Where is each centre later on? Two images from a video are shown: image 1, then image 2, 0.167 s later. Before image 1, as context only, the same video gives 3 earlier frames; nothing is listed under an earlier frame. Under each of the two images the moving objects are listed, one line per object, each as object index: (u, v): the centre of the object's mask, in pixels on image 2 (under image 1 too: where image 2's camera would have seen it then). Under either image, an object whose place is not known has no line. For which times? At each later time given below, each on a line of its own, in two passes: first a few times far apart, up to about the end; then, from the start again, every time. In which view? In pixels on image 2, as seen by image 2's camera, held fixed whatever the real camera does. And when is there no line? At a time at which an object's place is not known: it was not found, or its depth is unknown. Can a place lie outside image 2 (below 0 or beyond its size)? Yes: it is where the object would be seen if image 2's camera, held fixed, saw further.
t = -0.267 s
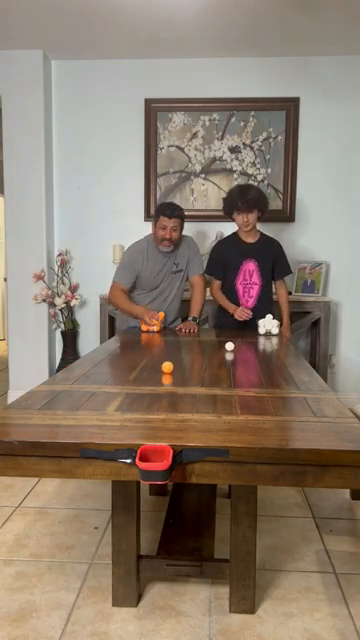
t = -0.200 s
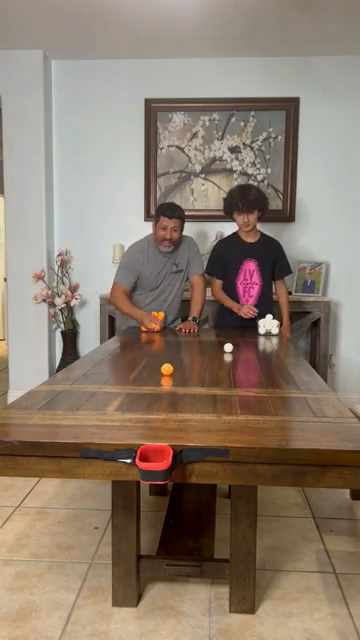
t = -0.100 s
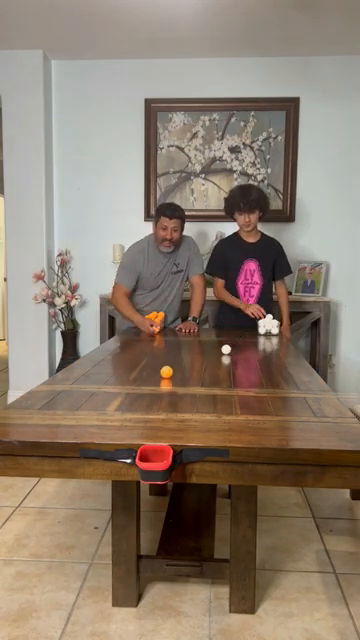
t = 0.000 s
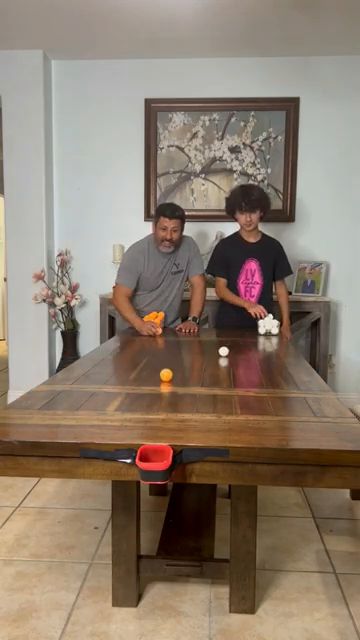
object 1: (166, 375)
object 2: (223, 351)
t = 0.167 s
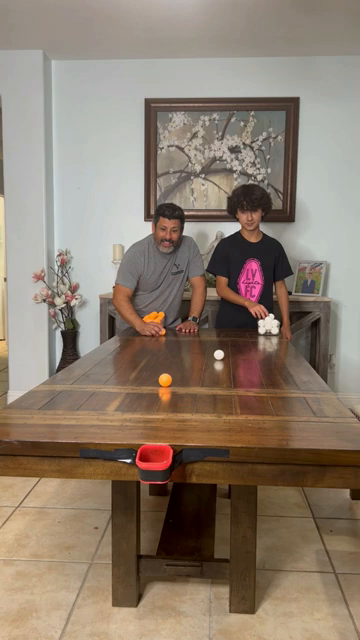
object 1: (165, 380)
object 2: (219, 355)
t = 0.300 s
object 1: (164, 384)
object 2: (214, 357)
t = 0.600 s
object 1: (161, 396)
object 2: (202, 364)
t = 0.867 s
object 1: (158, 407)
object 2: (189, 371)
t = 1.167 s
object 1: (151, 423)
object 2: (171, 379)
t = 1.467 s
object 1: (137, 444)
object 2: (149, 389)
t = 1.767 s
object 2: (122, 400)
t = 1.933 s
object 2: (104, 406)
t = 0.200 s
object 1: (165, 381)
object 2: (218, 355)
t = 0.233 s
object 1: (164, 382)
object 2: (216, 356)
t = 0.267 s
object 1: (164, 383)
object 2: (215, 357)
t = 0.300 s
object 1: (164, 384)
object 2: (214, 357)
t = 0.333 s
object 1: (164, 386)
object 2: (213, 358)
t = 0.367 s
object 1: (163, 387)
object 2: (212, 359)
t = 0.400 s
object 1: (163, 388)
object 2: (210, 360)
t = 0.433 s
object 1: (163, 389)
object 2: (209, 360)
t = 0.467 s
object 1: (162, 390)
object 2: (208, 361)
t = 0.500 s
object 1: (162, 392)
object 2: (206, 362)
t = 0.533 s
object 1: (162, 393)
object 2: (205, 363)
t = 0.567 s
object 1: (162, 394)
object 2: (204, 364)
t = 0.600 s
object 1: (161, 396)
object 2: (202, 364)
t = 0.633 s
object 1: (161, 397)
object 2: (201, 365)
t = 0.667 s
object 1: (160, 399)
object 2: (199, 366)
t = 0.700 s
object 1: (160, 400)
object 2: (197, 367)
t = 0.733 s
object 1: (160, 401)
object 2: (196, 368)
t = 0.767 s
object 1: (159, 403)
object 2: (194, 368)
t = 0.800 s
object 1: (159, 404)
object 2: (192, 369)
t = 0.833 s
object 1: (158, 406)
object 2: (191, 370)
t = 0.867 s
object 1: (158, 407)
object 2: (189, 371)
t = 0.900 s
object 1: (157, 409)
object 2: (187, 372)
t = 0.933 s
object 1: (157, 411)
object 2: (185, 373)
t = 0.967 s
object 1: (156, 413)
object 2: (183, 374)
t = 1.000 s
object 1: (155, 414)
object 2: (181, 375)
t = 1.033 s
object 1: (154, 416)
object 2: (179, 376)
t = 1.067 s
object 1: (153, 418)
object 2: (177, 376)
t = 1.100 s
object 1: (152, 419)
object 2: (175, 378)
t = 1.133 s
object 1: (152, 421)
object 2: (173, 378)
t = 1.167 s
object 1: (151, 423)
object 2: (171, 379)
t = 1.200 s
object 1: (150, 425)
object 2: (169, 380)
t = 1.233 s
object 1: (149, 426)
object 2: (166, 381)
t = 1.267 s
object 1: (147, 429)
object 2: (164, 382)
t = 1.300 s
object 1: (146, 431)
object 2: (162, 383)
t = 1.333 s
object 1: (145, 433)
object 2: (159, 384)
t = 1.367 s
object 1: (144, 434)
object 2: (157, 385)
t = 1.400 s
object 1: (142, 435)
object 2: (154, 387)
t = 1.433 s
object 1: (139, 440)
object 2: (151, 388)
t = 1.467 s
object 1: (137, 444)
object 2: (149, 389)
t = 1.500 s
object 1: (134, 449)
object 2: (146, 390)
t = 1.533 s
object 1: (130, 457)
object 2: (143, 391)
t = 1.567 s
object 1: (127, 470)
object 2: (140, 392)
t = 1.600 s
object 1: (123, 488)
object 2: (137, 393)
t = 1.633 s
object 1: (120, 512)
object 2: (134, 395)
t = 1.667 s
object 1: (116, 542)
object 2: (131, 396)
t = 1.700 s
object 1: (112, 578)
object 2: (128, 397)
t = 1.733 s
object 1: (108, 620)
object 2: (125, 398)
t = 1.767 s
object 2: (122, 400)
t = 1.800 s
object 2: (118, 401)
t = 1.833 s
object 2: (115, 402)
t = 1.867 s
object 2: (111, 403)
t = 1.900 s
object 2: (108, 405)
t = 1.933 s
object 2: (104, 406)
